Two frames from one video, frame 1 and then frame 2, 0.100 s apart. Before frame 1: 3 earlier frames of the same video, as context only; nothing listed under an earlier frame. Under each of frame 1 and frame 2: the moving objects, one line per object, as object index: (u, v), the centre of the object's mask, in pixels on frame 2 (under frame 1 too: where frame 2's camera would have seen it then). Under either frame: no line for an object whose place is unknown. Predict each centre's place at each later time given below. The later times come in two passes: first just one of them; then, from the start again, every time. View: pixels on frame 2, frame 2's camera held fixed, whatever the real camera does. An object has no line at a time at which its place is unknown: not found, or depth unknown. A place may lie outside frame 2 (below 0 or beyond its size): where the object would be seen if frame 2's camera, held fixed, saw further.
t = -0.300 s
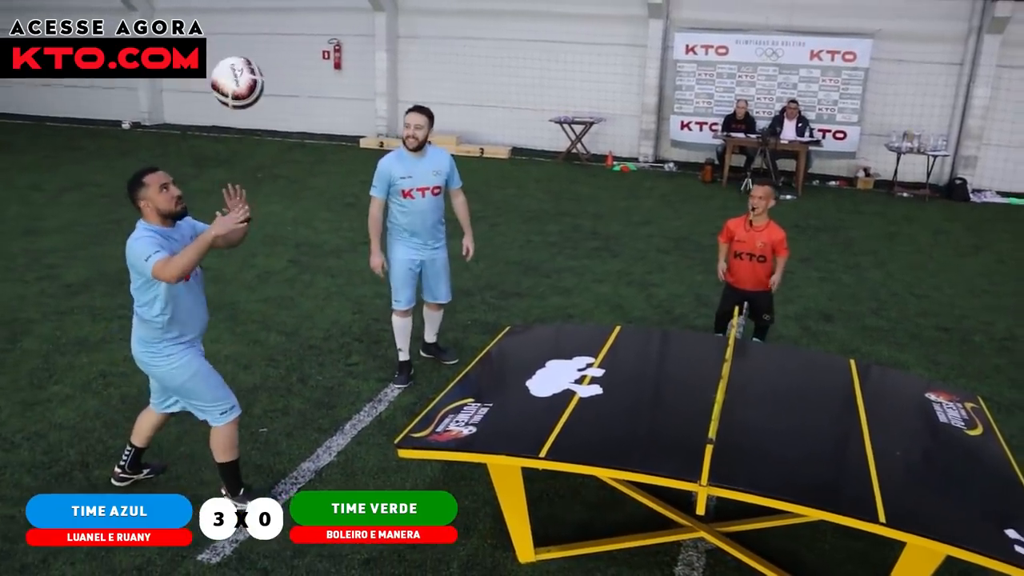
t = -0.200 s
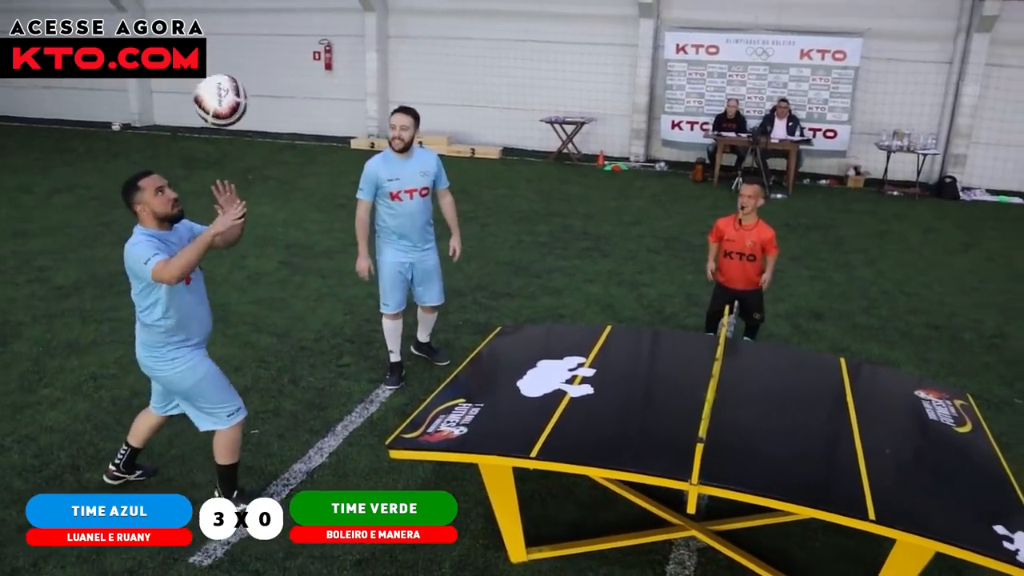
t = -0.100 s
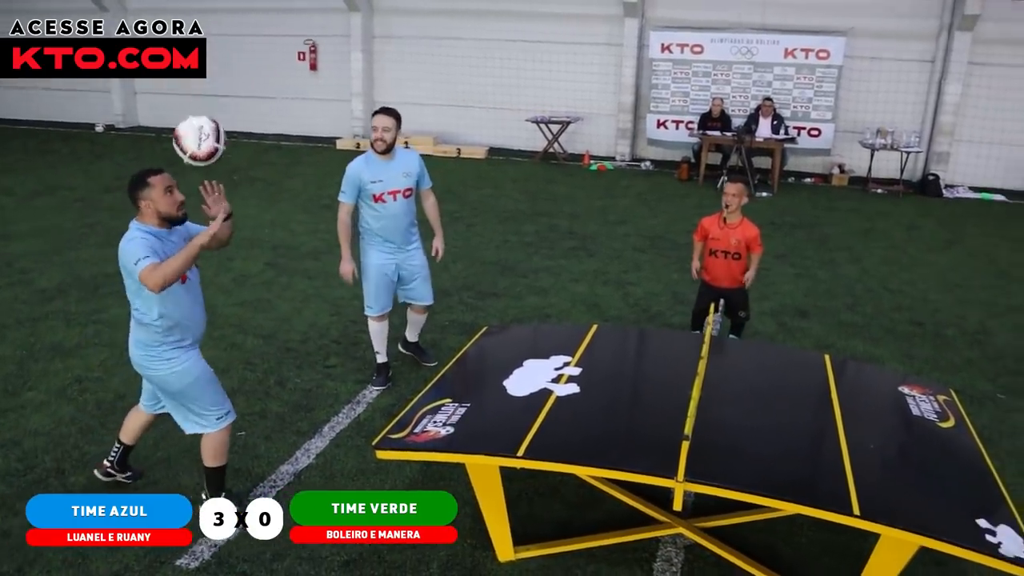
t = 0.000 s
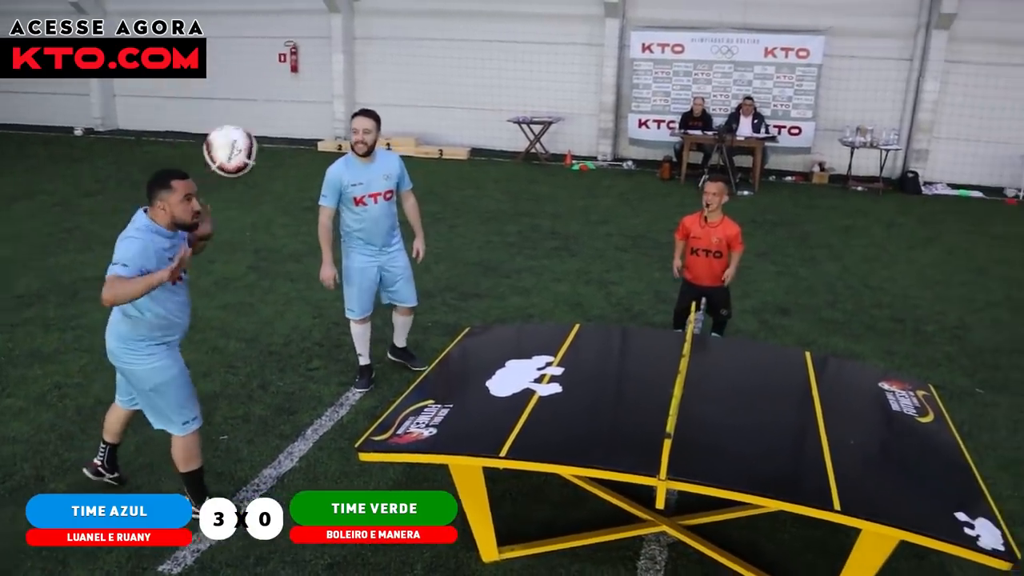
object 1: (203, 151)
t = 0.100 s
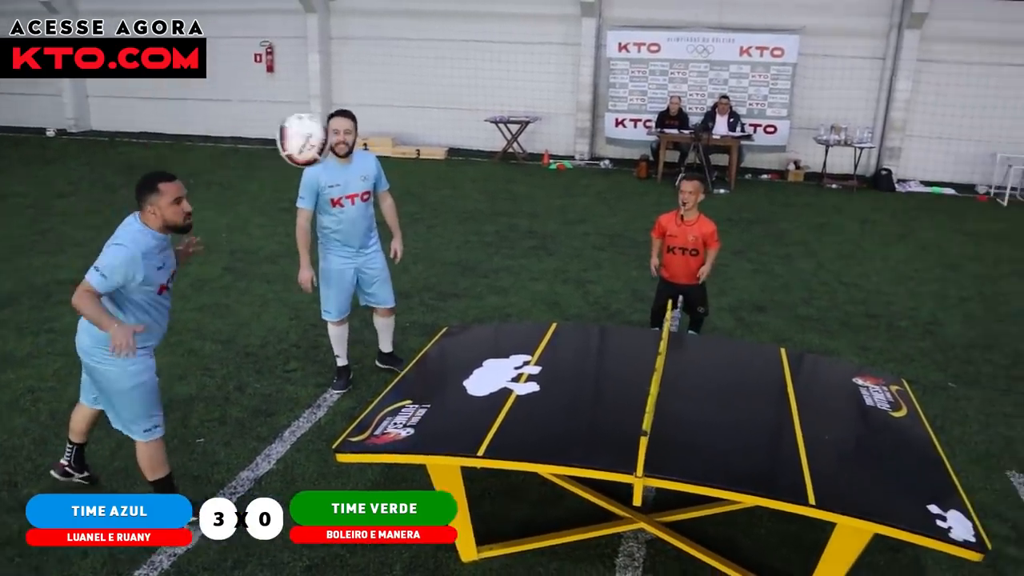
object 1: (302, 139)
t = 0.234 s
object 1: (443, 163)
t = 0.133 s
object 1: (338, 140)
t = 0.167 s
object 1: (373, 145)
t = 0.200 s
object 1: (407, 152)
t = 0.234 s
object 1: (443, 163)
